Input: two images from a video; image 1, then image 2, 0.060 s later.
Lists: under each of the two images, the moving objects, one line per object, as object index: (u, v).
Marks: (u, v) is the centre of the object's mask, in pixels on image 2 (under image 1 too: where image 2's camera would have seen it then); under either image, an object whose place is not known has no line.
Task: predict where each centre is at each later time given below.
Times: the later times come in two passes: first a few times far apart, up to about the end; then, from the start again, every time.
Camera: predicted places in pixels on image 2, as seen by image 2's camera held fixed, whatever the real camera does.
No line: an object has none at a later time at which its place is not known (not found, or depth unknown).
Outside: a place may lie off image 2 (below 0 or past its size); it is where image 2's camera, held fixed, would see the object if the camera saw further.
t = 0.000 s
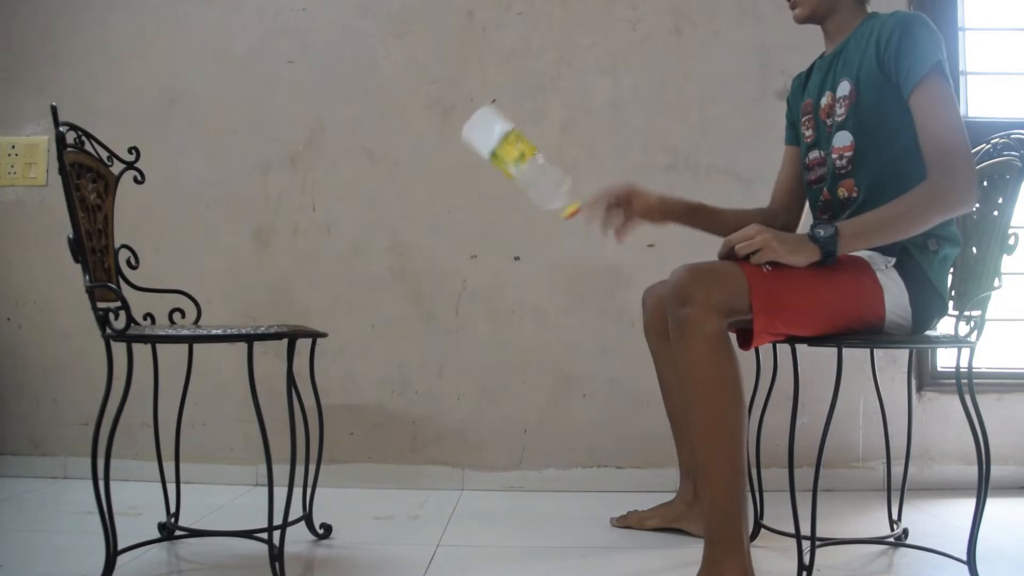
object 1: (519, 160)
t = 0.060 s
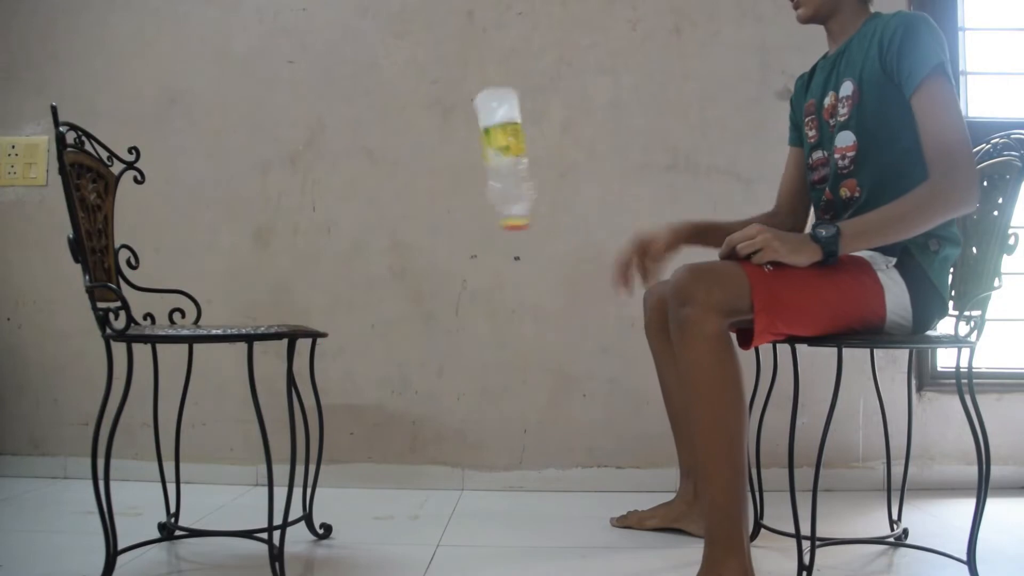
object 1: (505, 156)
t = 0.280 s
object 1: (499, 193)
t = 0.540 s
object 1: (549, 507)
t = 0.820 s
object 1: (546, 506)
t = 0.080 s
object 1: (499, 155)
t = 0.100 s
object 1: (493, 152)
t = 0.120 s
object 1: (488, 151)
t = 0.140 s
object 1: (484, 149)
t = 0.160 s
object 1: (483, 148)
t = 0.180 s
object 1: (483, 150)
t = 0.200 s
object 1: (484, 154)
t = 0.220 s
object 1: (487, 160)
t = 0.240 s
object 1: (490, 168)
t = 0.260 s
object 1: (494, 179)
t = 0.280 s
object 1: (499, 193)
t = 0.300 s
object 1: (503, 210)
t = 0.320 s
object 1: (509, 231)
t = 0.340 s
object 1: (514, 254)
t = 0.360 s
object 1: (519, 281)
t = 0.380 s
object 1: (524, 311)
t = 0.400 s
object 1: (528, 343)
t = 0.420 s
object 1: (533, 379)
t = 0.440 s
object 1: (536, 412)
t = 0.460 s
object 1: (539, 440)
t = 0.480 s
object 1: (543, 490)
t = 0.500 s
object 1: (548, 508)
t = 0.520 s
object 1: (548, 508)
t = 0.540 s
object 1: (549, 507)
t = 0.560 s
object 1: (551, 507)
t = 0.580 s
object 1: (552, 507)
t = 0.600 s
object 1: (553, 507)
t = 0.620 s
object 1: (553, 507)
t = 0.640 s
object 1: (552, 508)
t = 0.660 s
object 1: (552, 508)
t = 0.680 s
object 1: (550, 508)
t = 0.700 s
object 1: (550, 507)
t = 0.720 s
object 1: (549, 507)
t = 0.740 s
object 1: (549, 507)
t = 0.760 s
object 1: (547, 507)
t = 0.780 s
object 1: (546, 507)
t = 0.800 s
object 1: (546, 507)
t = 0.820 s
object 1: (546, 506)
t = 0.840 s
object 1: (546, 507)
